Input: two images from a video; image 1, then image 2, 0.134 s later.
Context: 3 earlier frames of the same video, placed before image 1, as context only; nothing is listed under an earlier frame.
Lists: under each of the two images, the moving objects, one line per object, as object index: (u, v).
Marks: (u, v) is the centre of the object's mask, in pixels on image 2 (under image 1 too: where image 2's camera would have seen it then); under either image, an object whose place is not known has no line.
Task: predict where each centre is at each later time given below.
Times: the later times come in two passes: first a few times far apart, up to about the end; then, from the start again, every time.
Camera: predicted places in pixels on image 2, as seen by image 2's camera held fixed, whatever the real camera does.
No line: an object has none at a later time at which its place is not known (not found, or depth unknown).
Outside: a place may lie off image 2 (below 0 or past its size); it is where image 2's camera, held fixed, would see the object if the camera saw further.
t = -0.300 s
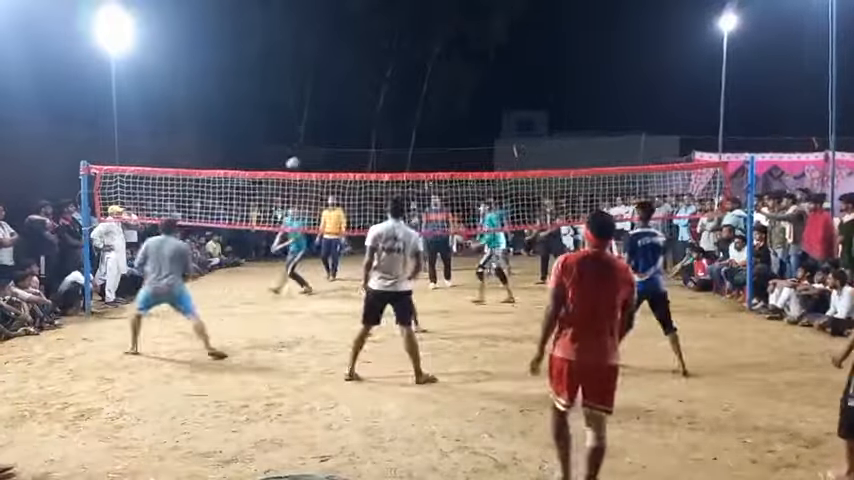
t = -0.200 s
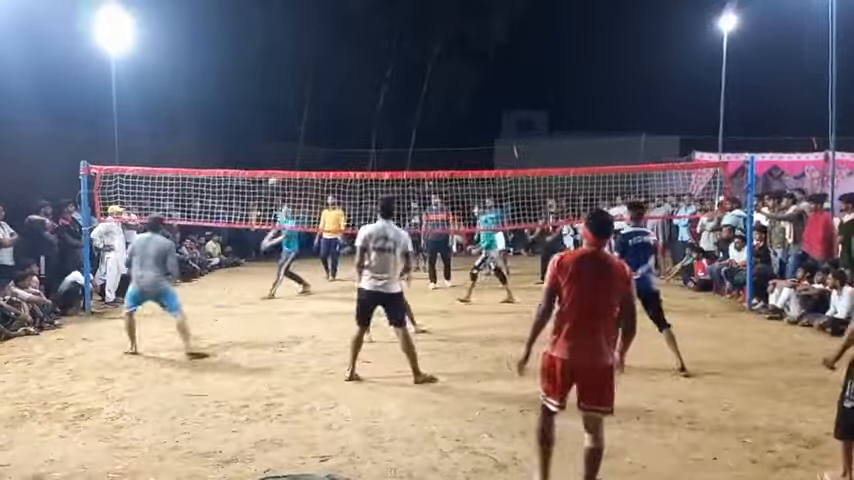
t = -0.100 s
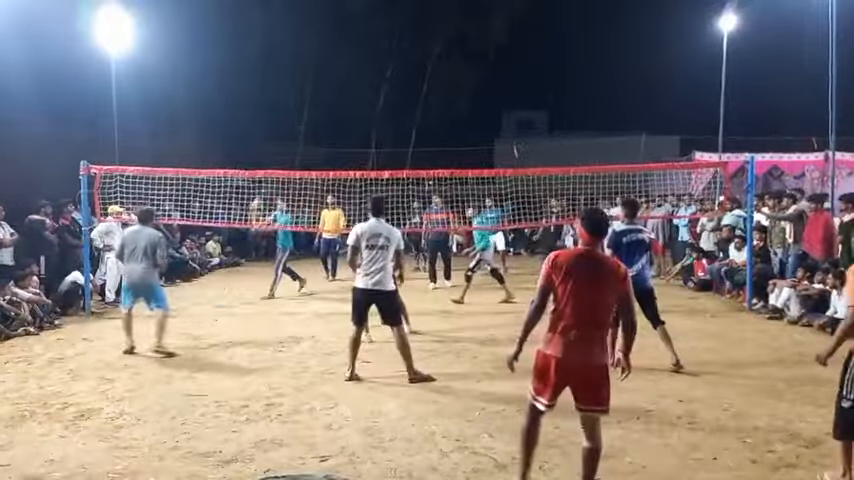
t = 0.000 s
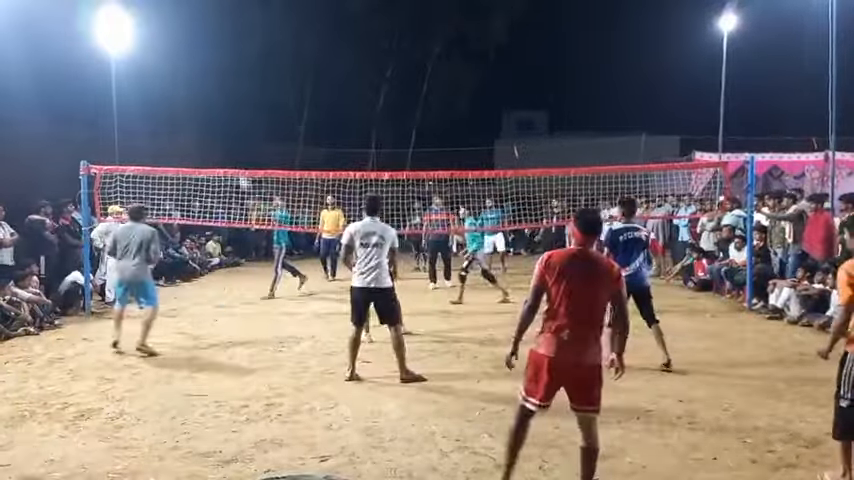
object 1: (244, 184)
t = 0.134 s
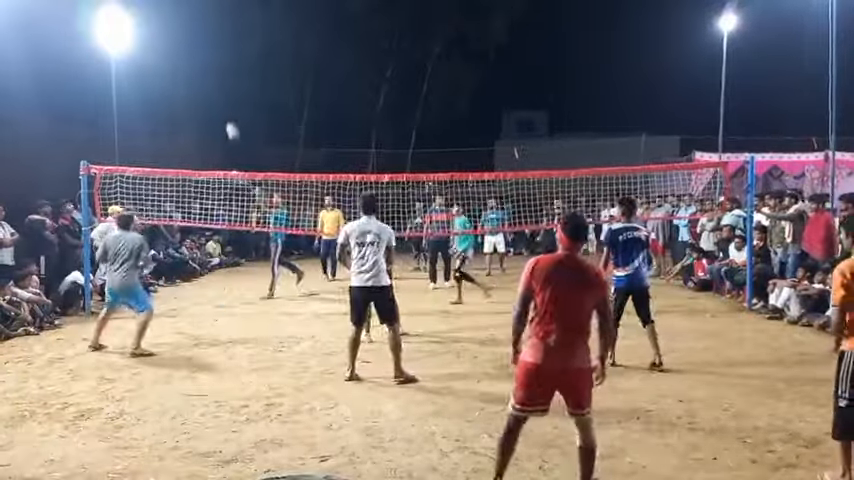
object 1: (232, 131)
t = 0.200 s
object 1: (225, 107)
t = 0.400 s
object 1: (201, 46)
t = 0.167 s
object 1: (229, 119)
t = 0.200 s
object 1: (225, 107)
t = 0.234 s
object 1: (221, 95)
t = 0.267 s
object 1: (217, 84)
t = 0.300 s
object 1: (214, 75)
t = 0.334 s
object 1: (209, 64)
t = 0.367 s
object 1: (205, 55)
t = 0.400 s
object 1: (201, 46)
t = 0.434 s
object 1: (197, 37)
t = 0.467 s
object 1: (193, 30)
